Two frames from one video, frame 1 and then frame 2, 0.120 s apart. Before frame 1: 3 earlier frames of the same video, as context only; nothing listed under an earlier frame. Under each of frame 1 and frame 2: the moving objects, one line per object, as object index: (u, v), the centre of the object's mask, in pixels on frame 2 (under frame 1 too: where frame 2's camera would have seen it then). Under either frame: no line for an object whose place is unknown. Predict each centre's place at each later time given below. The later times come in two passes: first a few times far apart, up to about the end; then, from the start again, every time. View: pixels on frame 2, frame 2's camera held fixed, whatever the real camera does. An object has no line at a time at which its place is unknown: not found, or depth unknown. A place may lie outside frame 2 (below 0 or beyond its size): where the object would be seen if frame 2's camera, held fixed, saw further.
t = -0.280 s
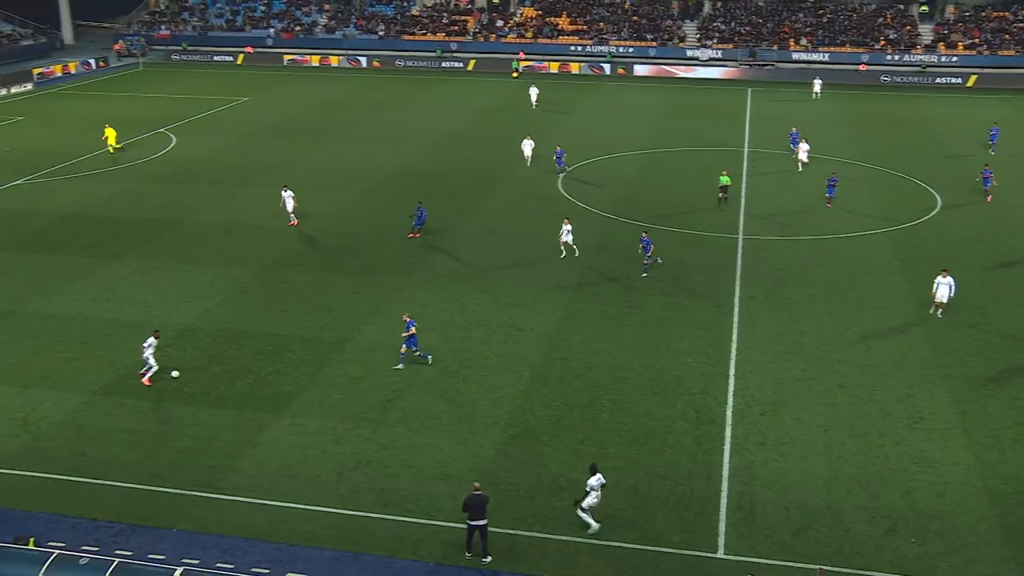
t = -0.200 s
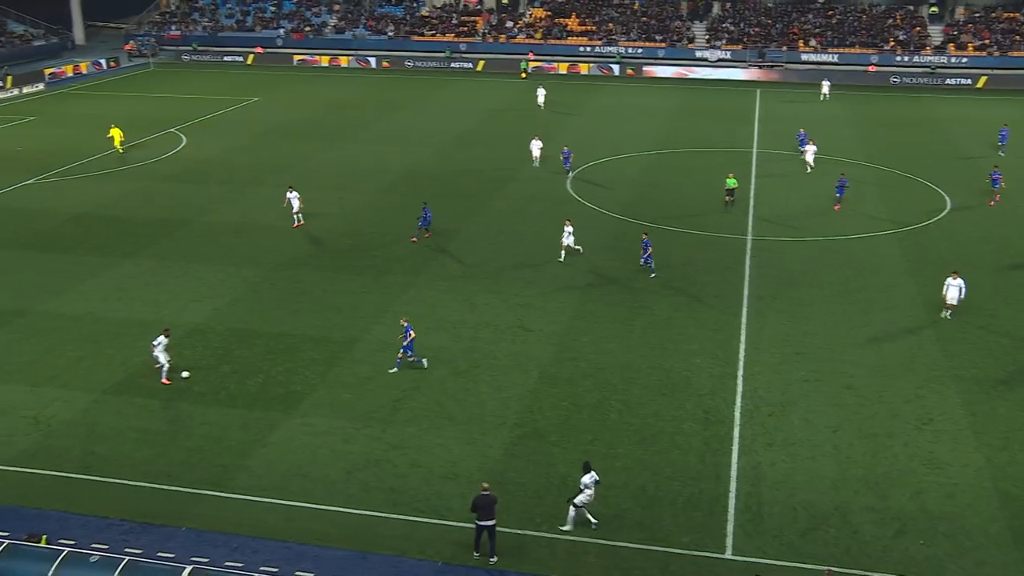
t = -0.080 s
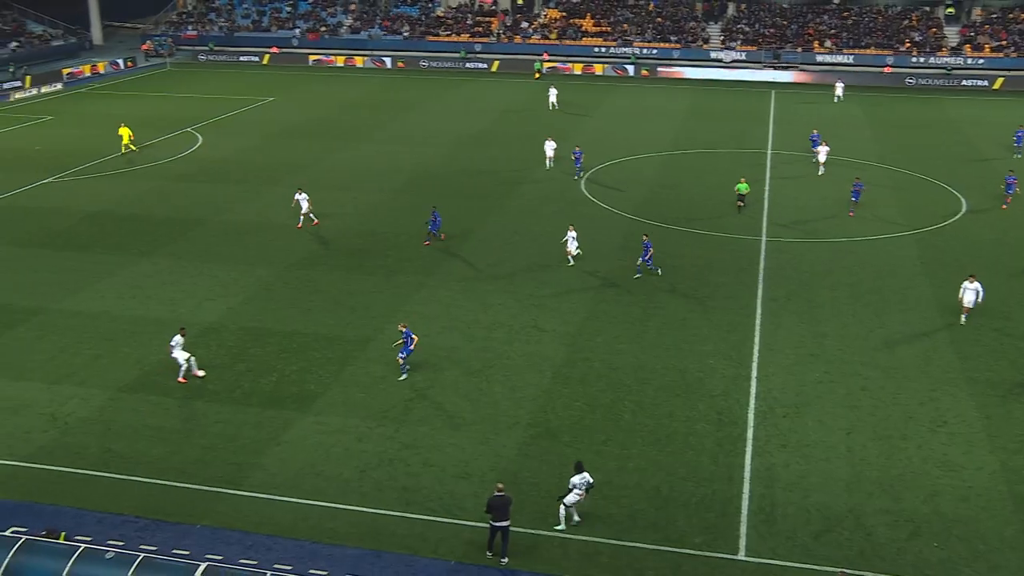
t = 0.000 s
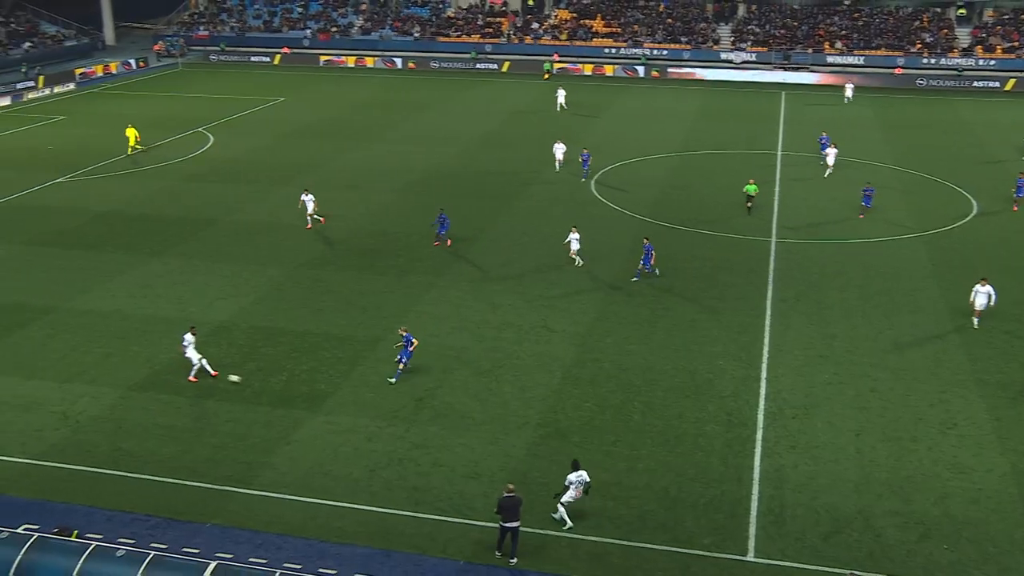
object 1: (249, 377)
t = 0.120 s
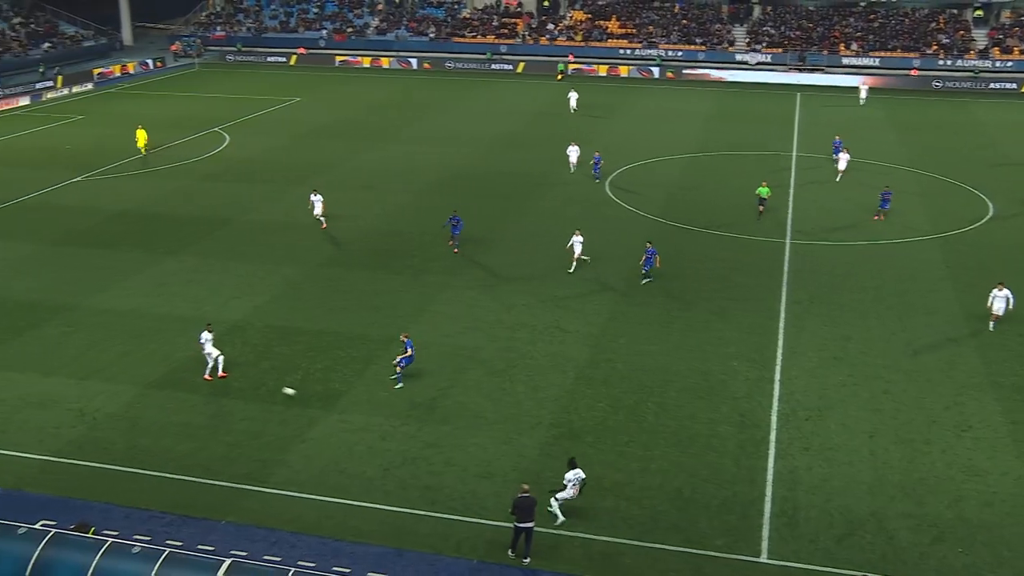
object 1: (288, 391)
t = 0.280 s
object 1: (343, 422)
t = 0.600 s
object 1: (448, 469)
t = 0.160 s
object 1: (302, 397)
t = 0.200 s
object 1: (315, 405)
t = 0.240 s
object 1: (329, 413)
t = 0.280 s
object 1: (343, 422)
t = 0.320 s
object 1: (356, 427)
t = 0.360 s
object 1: (369, 431)
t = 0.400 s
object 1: (382, 436)
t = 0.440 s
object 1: (395, 441)
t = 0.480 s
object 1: (408, 447)
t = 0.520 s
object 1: (421, 454)
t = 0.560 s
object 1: (435, 461)
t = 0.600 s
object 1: (448, 469)
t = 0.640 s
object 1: (460, 472)
